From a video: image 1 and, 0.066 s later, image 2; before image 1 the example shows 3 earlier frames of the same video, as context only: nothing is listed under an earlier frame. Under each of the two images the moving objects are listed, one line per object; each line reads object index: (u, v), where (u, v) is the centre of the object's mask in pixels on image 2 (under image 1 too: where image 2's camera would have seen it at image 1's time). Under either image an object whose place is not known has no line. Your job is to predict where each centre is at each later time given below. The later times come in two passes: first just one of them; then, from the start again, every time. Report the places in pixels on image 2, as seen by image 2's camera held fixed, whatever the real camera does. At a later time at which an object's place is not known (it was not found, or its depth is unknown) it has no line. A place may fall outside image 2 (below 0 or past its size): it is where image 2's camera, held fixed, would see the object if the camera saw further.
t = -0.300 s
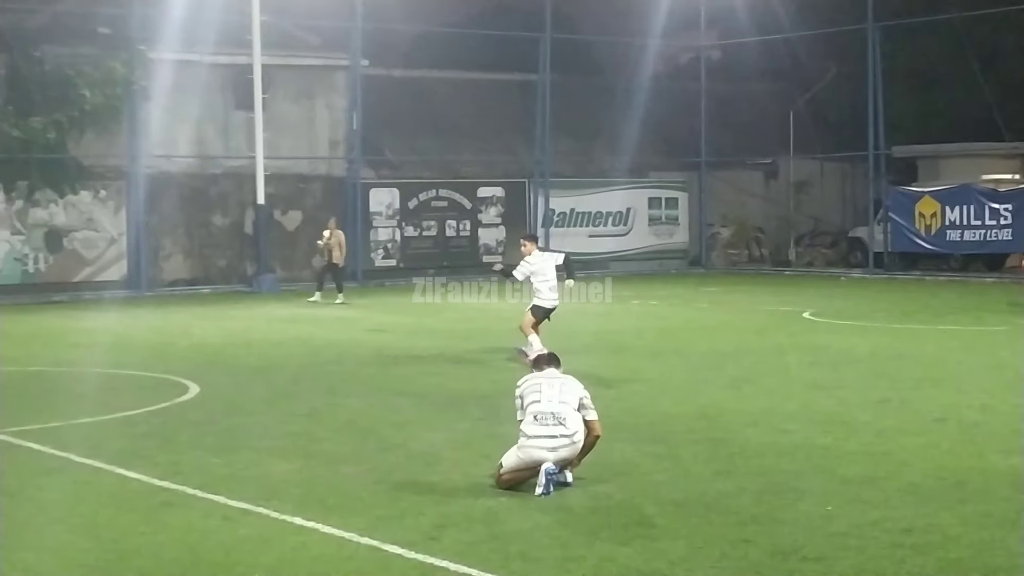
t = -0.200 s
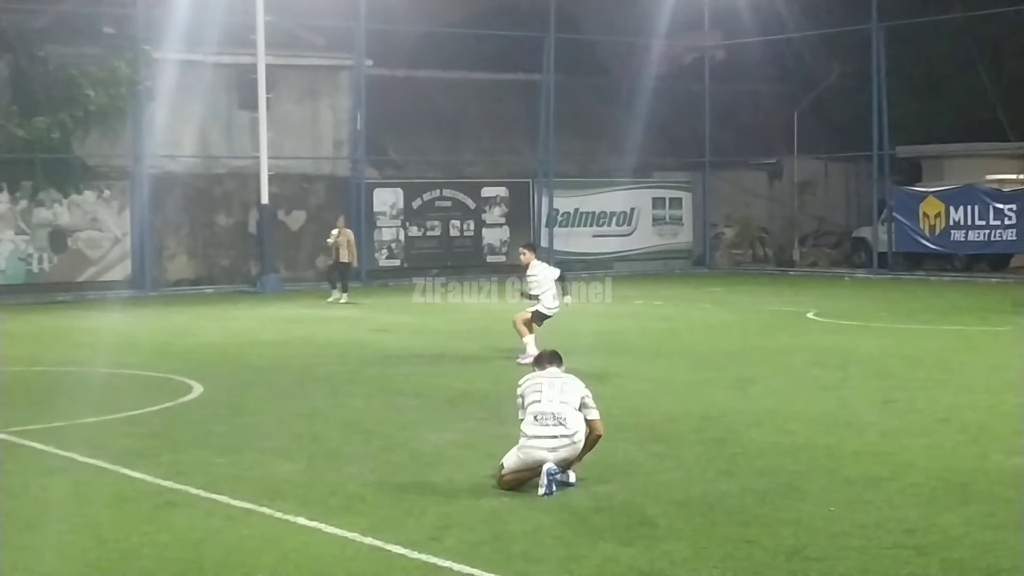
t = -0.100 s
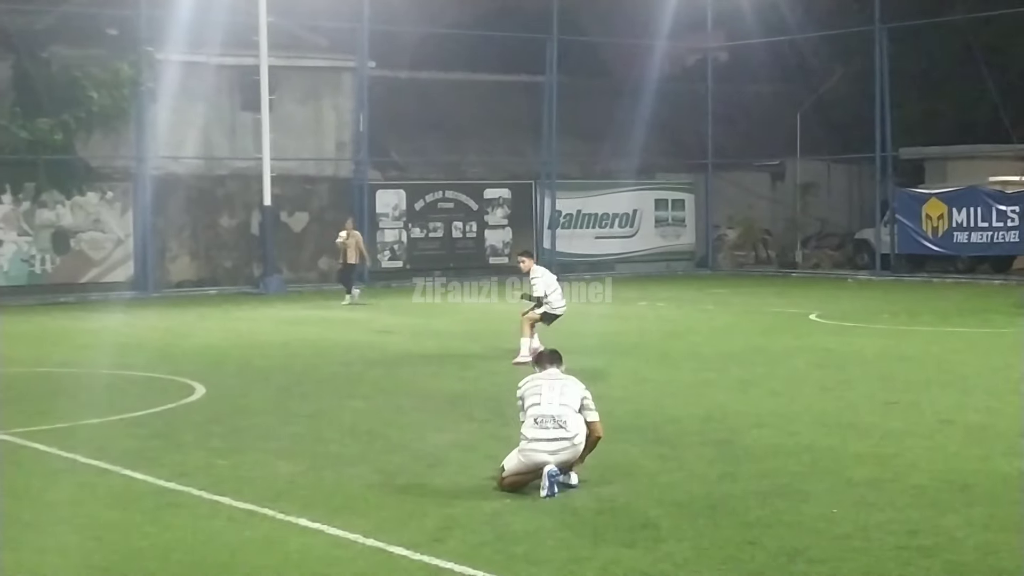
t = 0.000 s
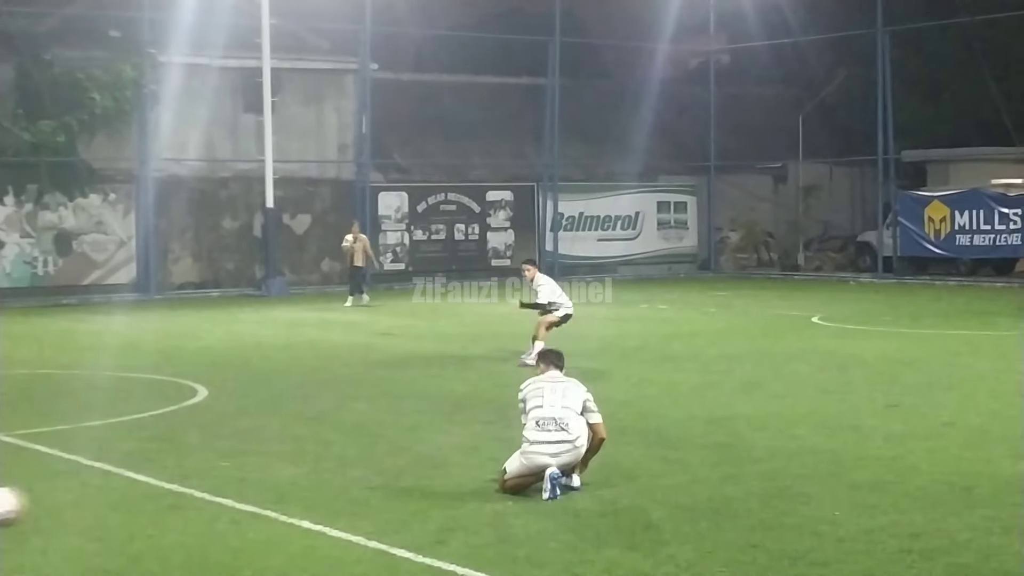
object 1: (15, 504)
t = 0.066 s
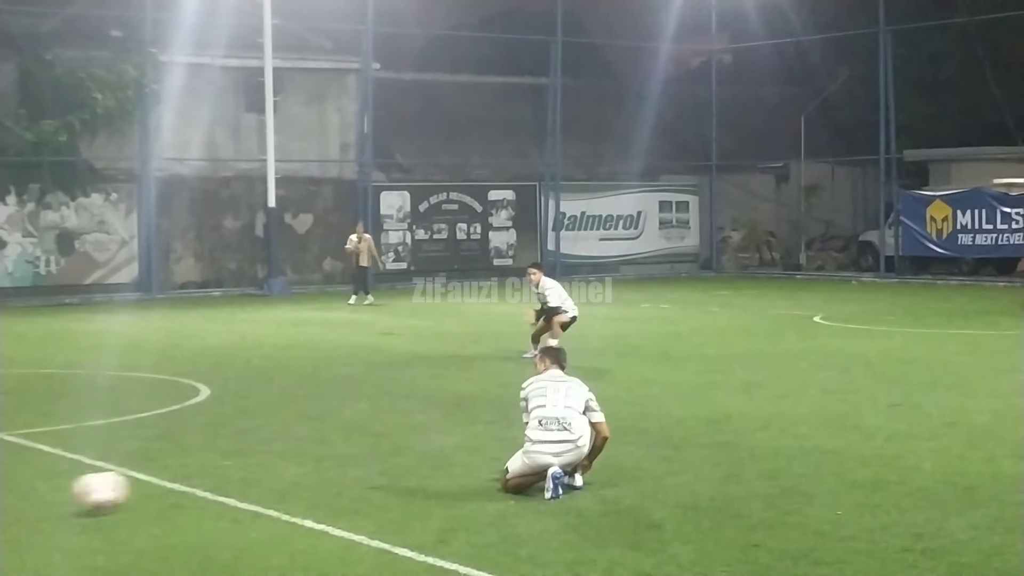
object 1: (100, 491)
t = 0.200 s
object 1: (281, 479)
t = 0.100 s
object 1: (147, 486)
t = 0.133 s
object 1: (197, 483)
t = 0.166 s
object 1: (243, 484)
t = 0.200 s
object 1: (281, 479)
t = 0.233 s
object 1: (319, 473)
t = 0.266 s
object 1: (359, 470)
